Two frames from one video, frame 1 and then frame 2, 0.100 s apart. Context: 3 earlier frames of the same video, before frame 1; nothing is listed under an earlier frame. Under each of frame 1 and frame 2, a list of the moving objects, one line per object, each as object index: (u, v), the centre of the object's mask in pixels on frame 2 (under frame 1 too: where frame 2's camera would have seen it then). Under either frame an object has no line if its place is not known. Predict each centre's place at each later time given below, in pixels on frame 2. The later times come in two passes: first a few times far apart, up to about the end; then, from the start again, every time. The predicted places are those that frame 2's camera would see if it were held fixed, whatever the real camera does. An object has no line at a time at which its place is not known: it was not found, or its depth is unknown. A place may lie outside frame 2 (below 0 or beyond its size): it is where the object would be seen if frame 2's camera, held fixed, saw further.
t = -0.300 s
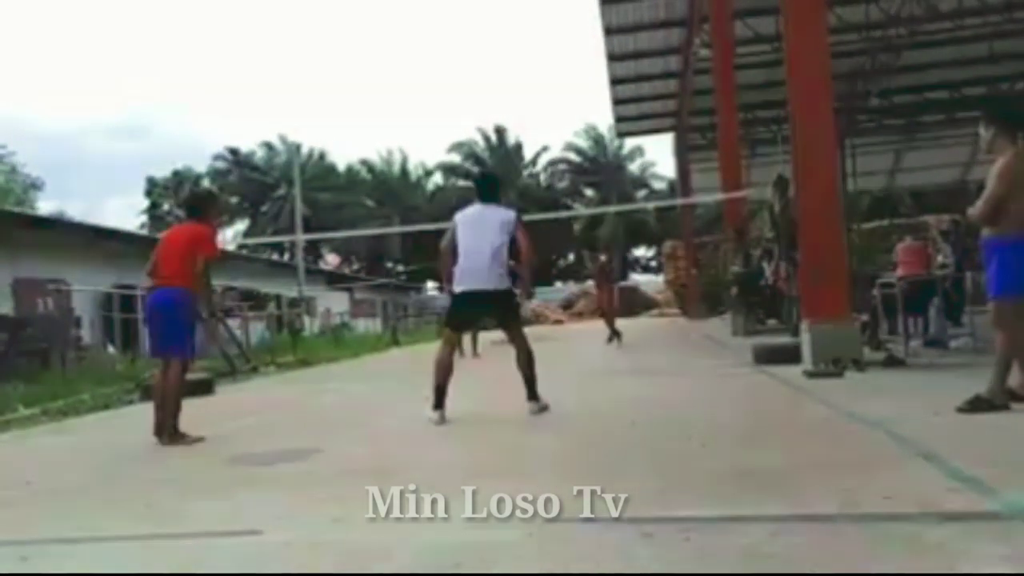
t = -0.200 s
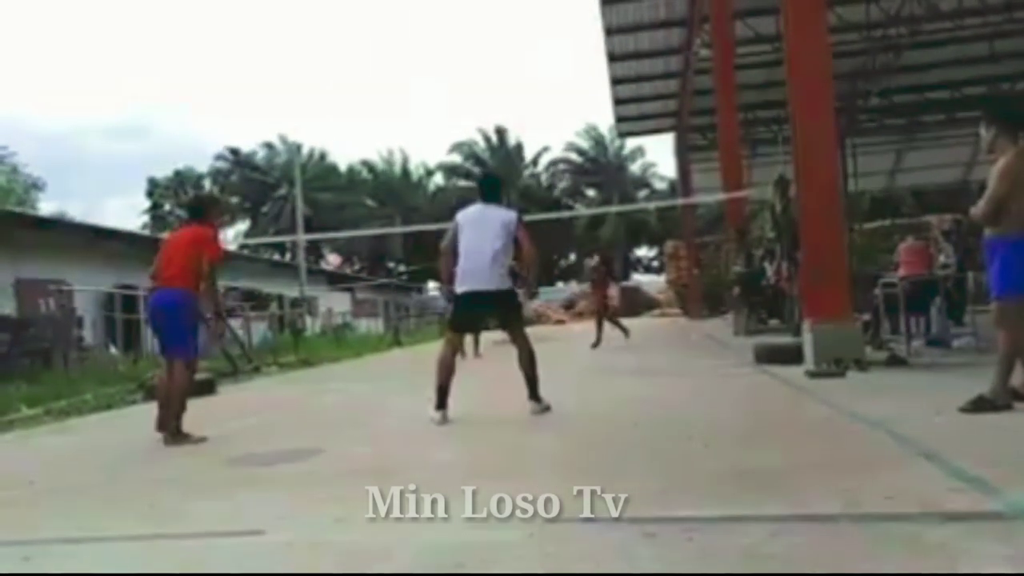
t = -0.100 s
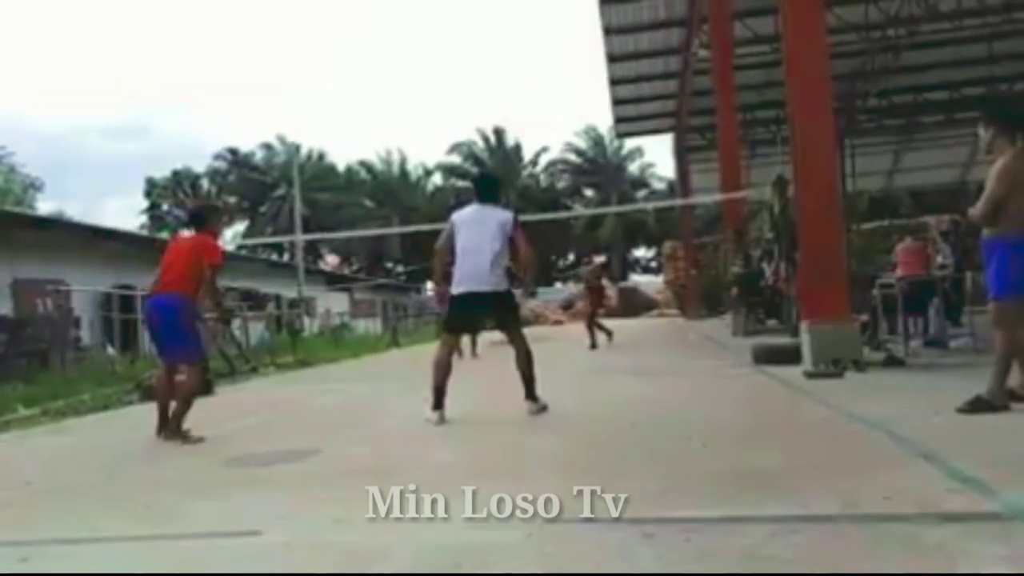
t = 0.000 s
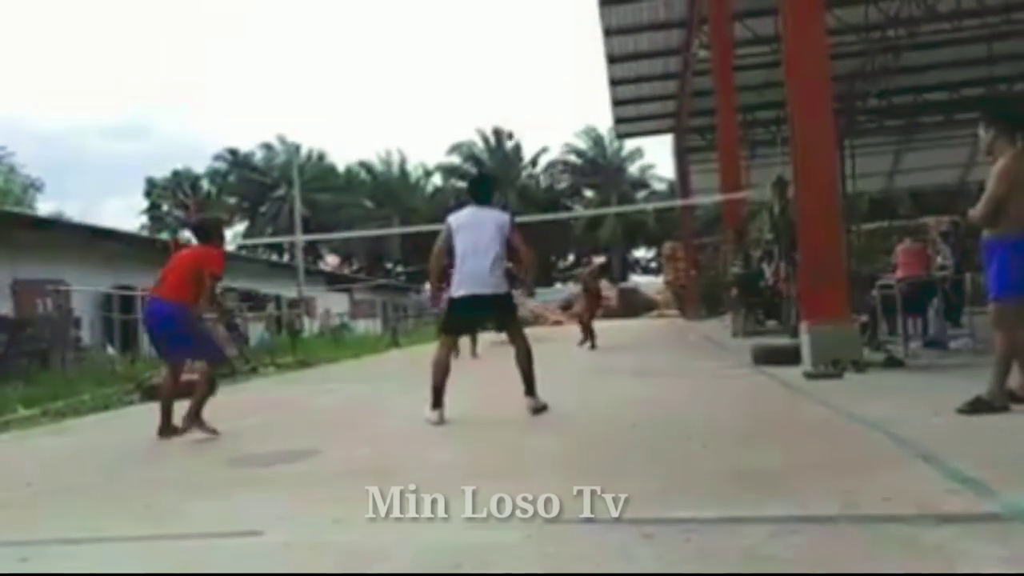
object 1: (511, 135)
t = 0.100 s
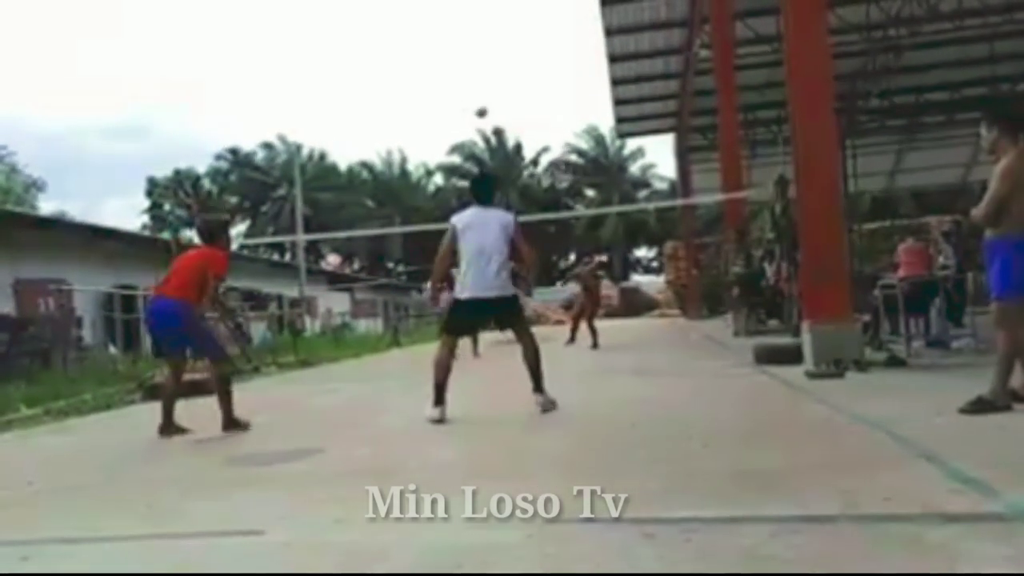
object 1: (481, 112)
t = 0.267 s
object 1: (424, 87)
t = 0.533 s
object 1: (295, 105)
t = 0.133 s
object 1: (470, 105)
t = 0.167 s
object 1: (459, 100)
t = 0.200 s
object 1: (449, 94)
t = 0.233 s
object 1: (437, 91)
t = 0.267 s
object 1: (424, 87)
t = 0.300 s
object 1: (411, 85)
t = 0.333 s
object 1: (396, 84)
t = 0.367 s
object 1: (382, 83)
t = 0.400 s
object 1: (367, 84)
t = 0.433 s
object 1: (351, 87)
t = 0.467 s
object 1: (333, 91)
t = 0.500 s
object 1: (314, 97)
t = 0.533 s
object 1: (295, 105)
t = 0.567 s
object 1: (273, 115)
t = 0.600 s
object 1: (250, 127)
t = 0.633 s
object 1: (228, 144)
